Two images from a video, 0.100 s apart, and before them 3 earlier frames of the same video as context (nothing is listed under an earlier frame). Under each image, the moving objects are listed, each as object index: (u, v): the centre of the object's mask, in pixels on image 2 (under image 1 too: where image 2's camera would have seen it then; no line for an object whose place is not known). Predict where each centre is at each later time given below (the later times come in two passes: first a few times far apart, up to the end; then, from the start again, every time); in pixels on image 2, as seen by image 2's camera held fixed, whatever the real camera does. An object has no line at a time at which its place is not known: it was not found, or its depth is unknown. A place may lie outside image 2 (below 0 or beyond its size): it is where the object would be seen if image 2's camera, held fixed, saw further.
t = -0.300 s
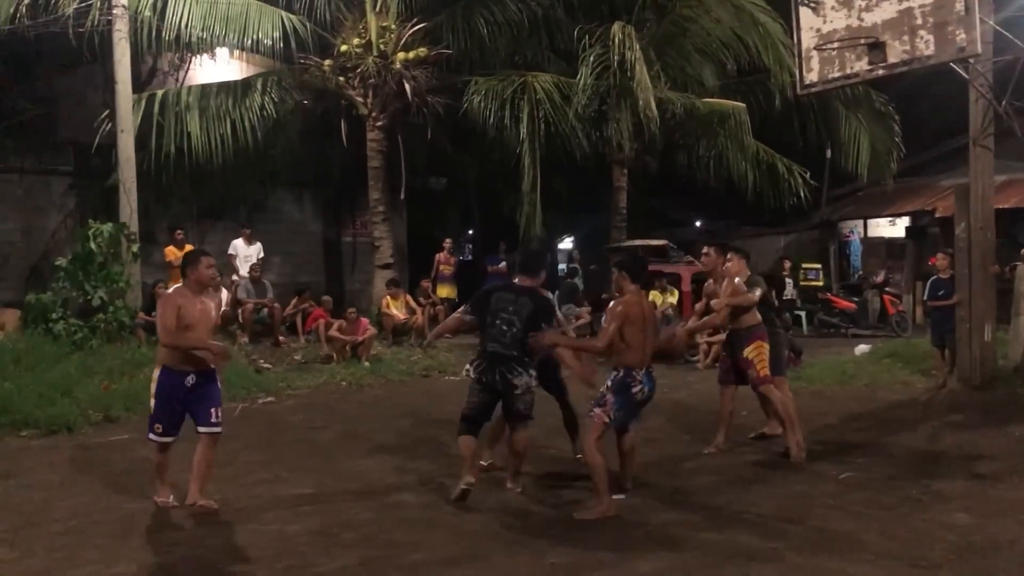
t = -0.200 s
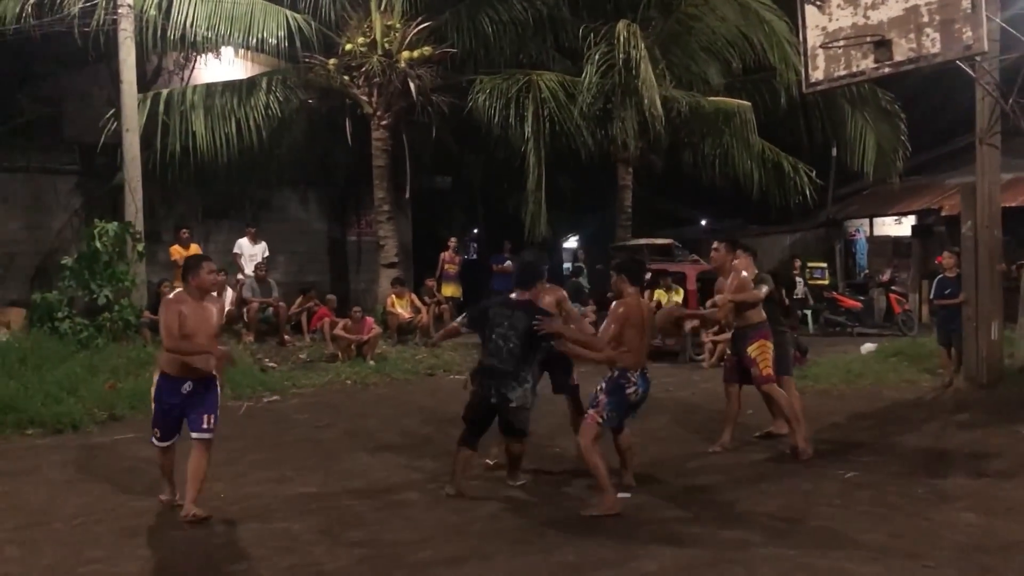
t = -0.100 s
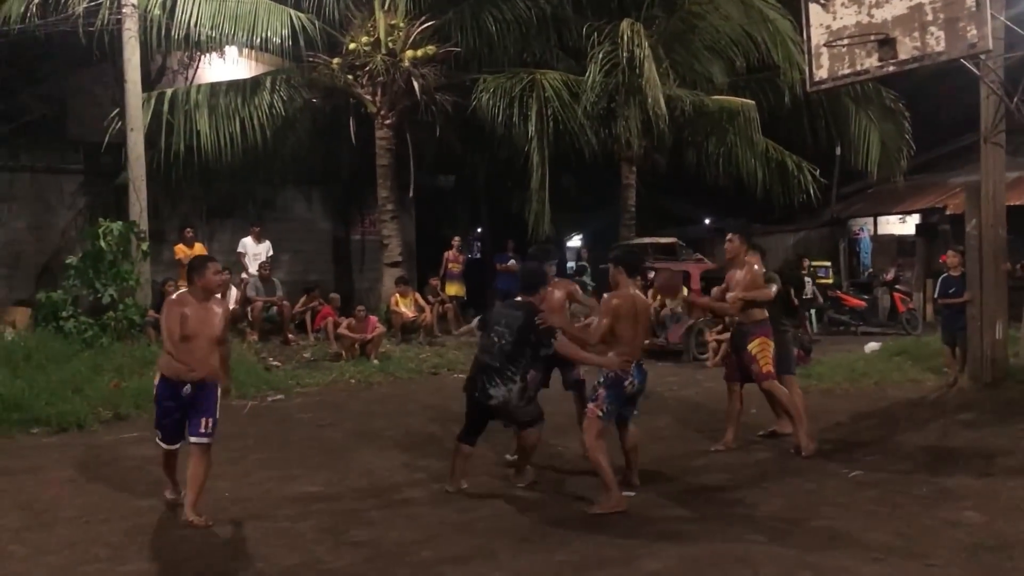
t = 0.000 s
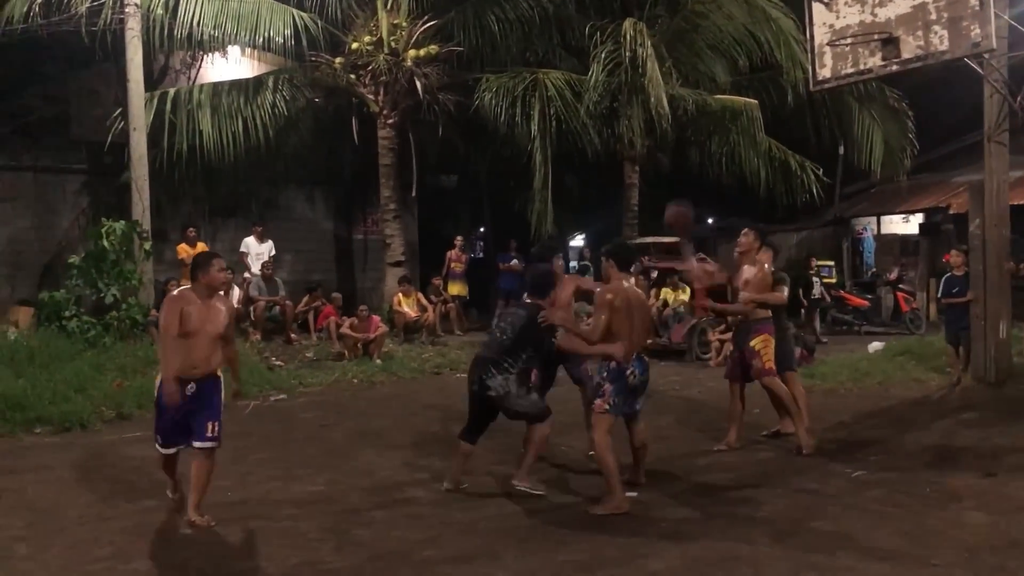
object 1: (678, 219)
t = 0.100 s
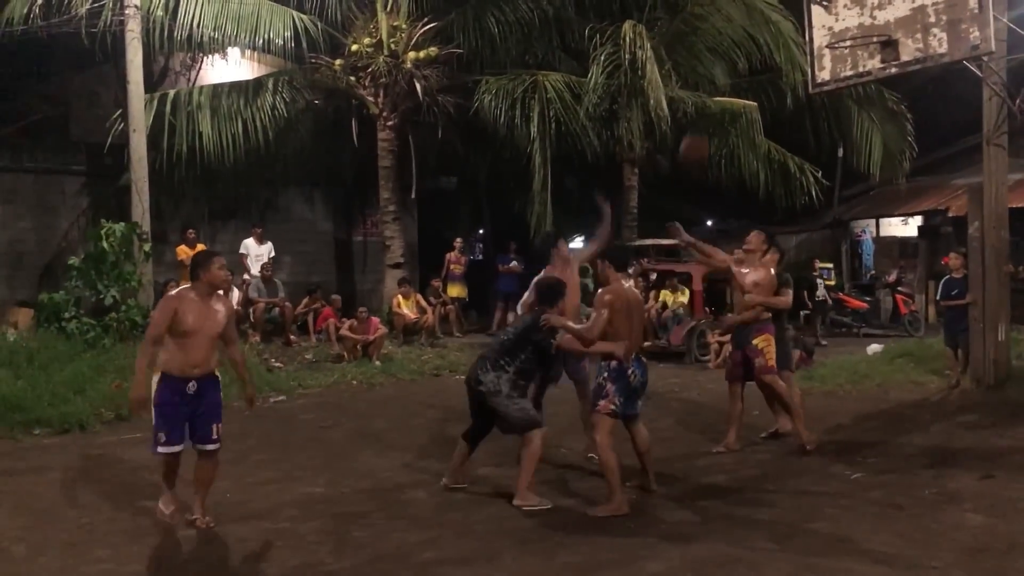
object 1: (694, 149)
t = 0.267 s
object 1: (722, 66)
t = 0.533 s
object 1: (769, -21)
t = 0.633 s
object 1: (783, -25)
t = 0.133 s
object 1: (699, 128)
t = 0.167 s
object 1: (705, 110)
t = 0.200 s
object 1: (711, 92)
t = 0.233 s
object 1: (716, 78)
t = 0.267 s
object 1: (722, 66)
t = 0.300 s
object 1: (728, 46)
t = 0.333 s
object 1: (734, 32)
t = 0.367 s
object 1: (738, 21)
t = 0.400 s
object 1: (746, 8)
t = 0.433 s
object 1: (750, -1)
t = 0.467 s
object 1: (756, -9)
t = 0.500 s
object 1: (762, -15)
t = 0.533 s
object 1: (769, -21)
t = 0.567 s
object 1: (777, -23)
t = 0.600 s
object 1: (778, -27)
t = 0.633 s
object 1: (783, -25)
